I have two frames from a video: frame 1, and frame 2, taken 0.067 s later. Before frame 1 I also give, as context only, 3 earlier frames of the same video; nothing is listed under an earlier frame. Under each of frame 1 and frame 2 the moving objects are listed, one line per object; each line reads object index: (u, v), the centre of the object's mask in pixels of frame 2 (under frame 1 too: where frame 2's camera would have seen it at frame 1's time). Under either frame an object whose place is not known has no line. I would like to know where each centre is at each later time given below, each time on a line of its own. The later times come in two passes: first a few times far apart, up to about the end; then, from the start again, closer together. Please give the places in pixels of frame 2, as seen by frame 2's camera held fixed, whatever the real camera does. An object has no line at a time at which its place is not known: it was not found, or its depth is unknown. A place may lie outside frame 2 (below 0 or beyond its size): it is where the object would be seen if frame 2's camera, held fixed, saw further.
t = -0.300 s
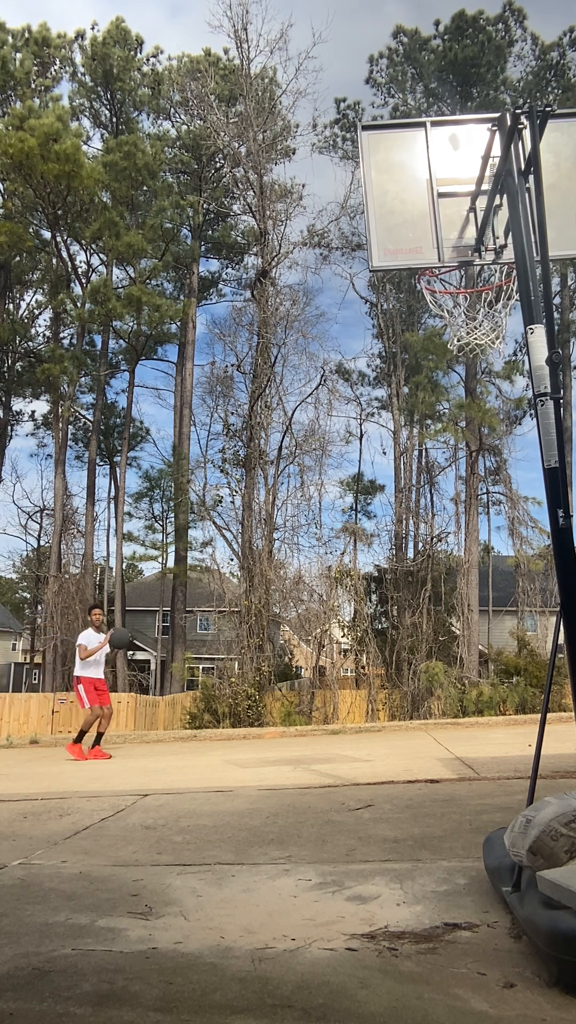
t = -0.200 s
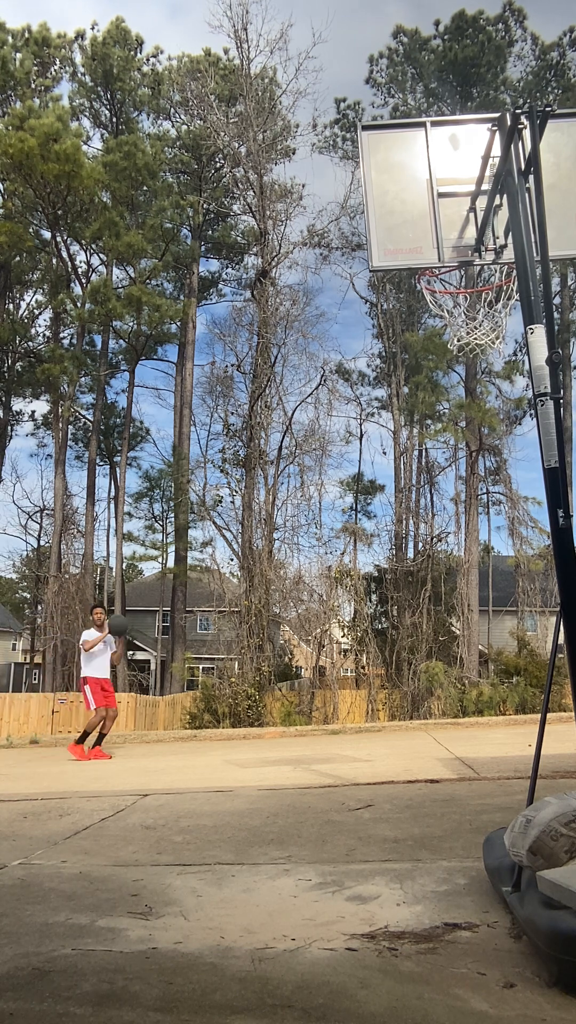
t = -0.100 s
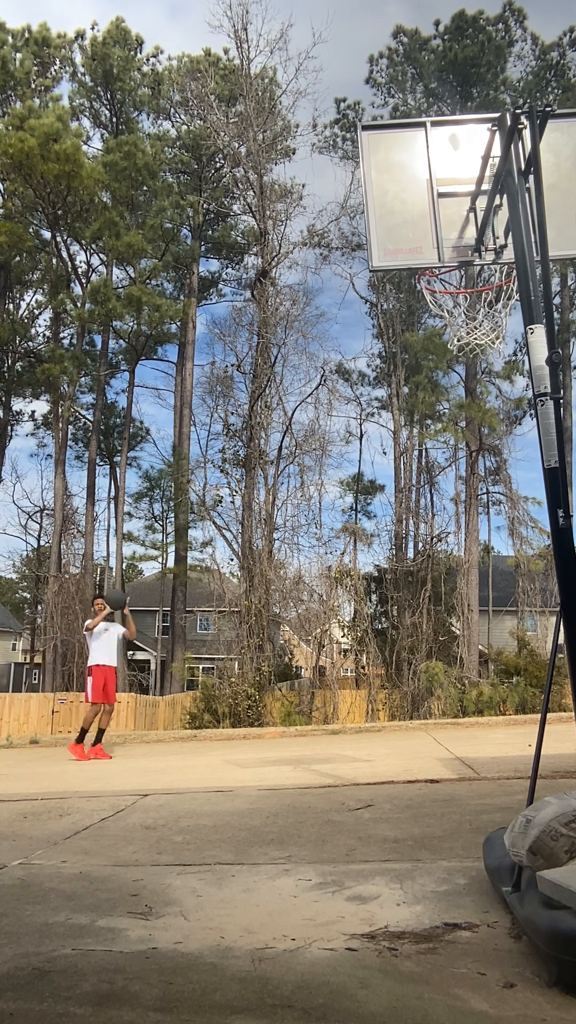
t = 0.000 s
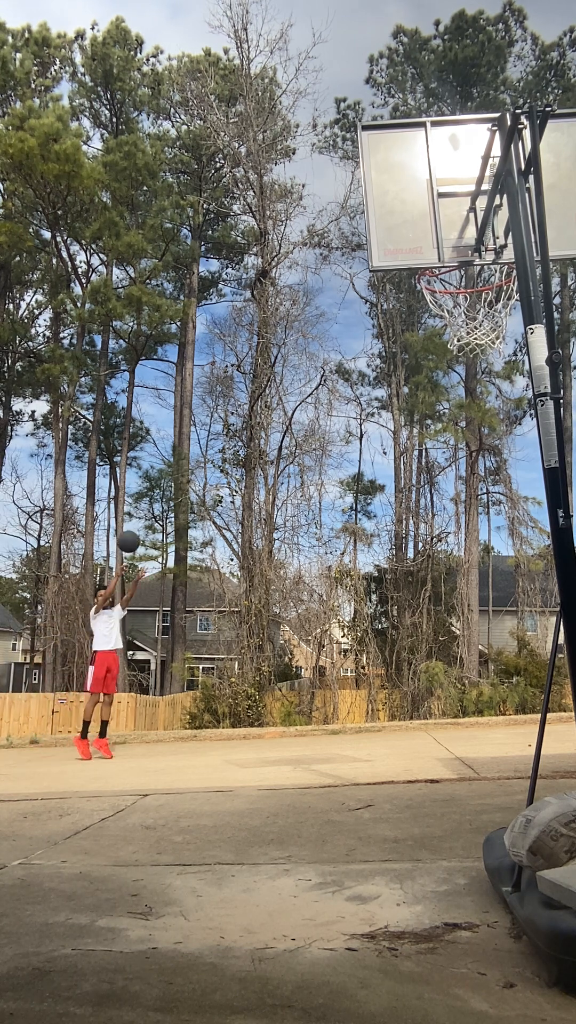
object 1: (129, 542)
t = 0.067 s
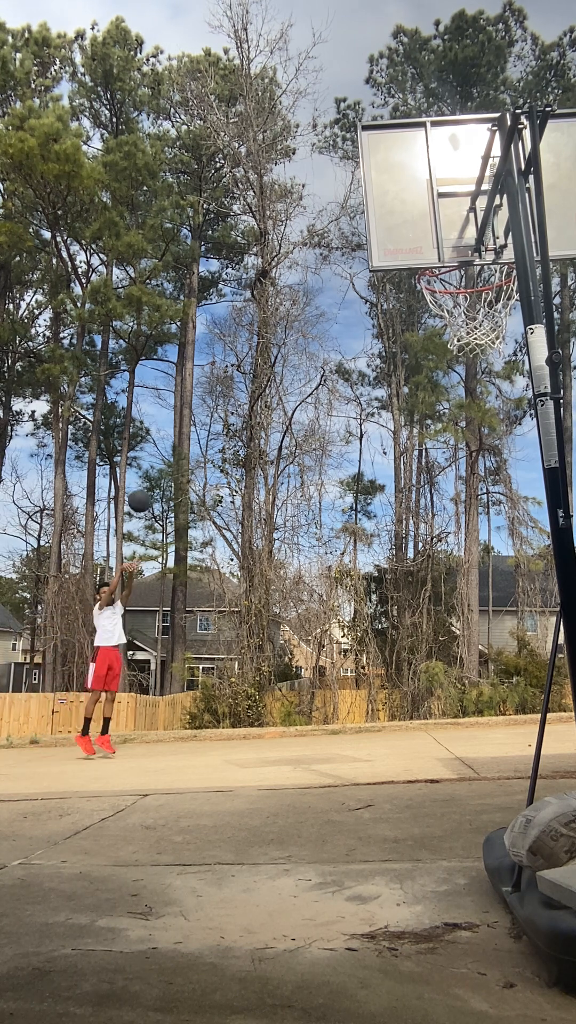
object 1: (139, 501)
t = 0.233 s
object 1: (167, 410)
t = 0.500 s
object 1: (219, 294)
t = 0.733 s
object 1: (274, 233)
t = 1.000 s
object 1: (354, 233)
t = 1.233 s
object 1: (378, 284)
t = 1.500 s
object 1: (288, 360)
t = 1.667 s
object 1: (234, 462)
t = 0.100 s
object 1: (144, 482)
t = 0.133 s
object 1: (150, 463)
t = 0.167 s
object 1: (156, 444)
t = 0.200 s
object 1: (161, 426)
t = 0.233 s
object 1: (167, 410)
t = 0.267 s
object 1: (173, 393)
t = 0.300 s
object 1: (180, 376)
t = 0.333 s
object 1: (185, 361)
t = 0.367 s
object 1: (192, 346)
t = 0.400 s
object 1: (199, 332)
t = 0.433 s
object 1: (205, 319)
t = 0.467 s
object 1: (212, 306)
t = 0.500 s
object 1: (219, 294)
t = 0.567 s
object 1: (233, 272)
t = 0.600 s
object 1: (241, 262)
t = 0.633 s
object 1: (249, 254)
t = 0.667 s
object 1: (256, 246)
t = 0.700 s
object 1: (265, 239)
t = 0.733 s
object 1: (274, 233)
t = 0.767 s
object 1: (282, 228)
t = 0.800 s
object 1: (292, 224)
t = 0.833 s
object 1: (302, 222)
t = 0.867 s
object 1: (312, 221)
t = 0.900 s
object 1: (323, 221)
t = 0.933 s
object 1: (334, 223)
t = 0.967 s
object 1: (346, 227)
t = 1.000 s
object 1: (354, 233)
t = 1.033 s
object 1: (360, 241)
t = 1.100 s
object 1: (402, 276)
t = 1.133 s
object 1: (413, 284)
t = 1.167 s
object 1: (404, 286)
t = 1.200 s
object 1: (392, 286)
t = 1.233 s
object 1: (378, 284)
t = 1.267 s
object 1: (367, 285)
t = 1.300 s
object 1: (356, 289)
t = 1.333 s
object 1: (344, 297)
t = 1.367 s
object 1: (333, 306)
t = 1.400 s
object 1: (322, 317)
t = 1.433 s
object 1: (311, 329)
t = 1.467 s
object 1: (300, 344)
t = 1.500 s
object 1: (288, 360)
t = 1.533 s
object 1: (277, 377)
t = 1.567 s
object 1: (266, 396)
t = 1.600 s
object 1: (255, 417)
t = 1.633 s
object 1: (244, 439)
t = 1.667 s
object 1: (234, 462)
